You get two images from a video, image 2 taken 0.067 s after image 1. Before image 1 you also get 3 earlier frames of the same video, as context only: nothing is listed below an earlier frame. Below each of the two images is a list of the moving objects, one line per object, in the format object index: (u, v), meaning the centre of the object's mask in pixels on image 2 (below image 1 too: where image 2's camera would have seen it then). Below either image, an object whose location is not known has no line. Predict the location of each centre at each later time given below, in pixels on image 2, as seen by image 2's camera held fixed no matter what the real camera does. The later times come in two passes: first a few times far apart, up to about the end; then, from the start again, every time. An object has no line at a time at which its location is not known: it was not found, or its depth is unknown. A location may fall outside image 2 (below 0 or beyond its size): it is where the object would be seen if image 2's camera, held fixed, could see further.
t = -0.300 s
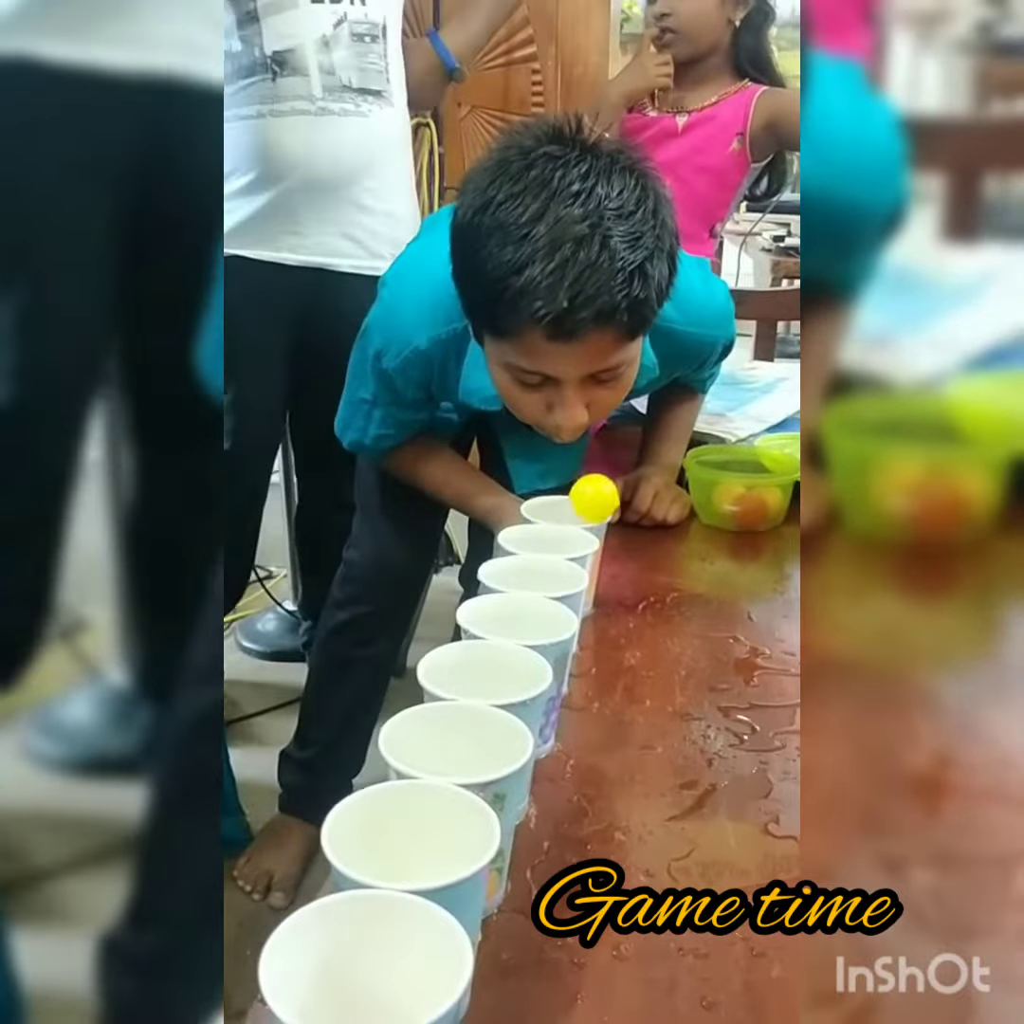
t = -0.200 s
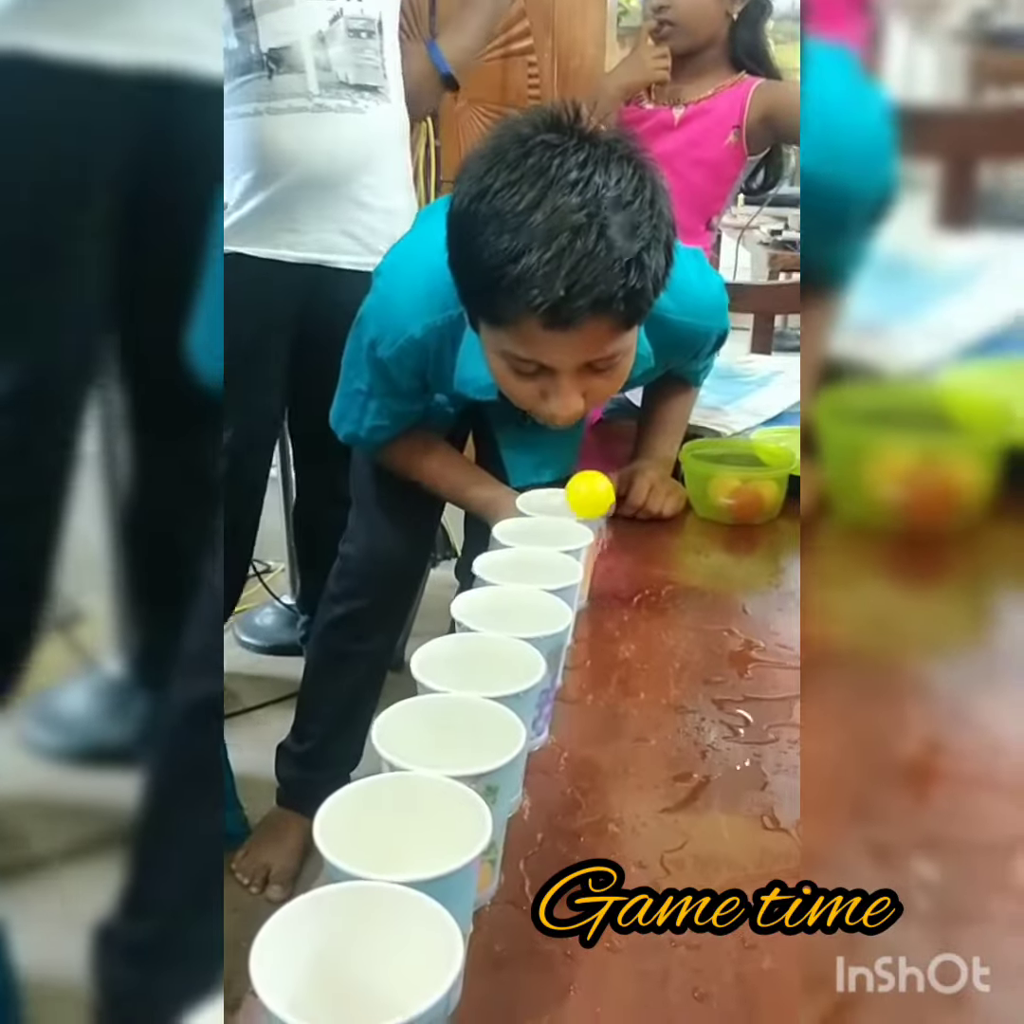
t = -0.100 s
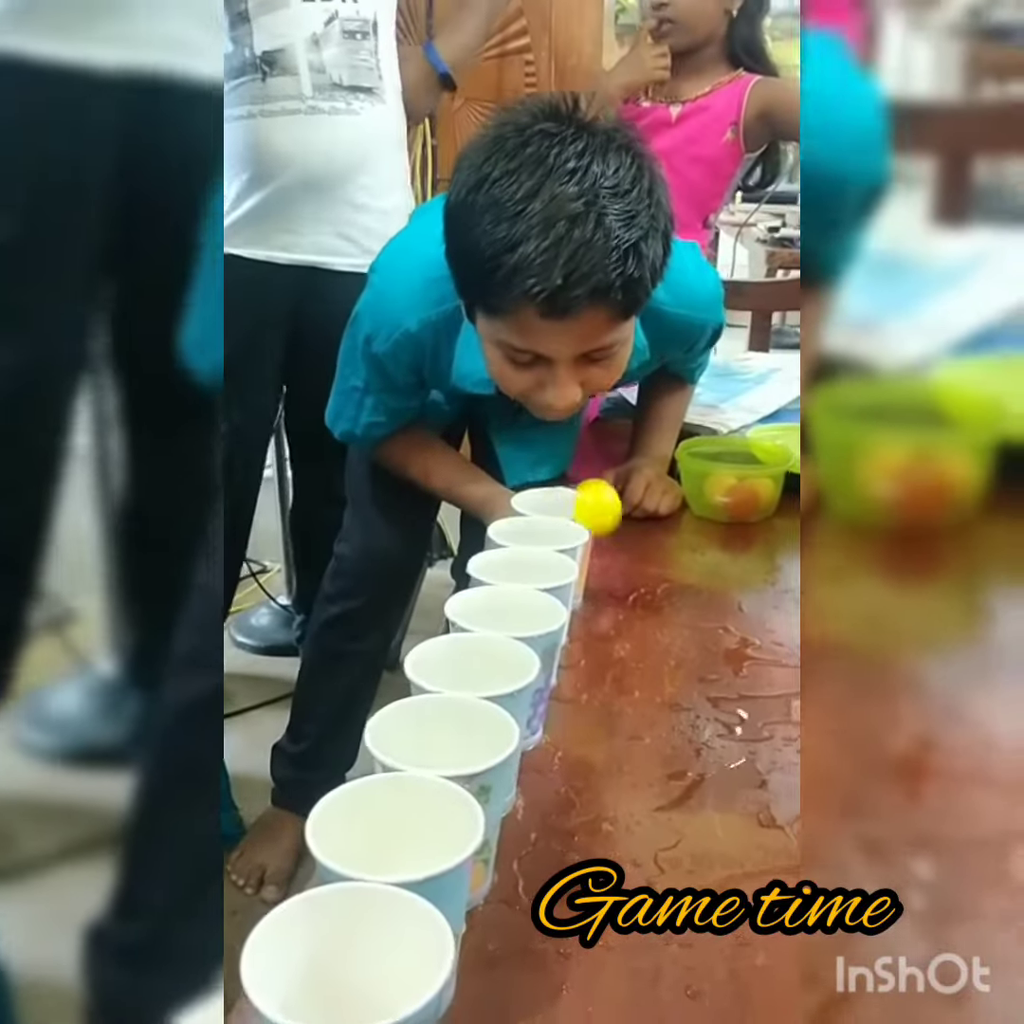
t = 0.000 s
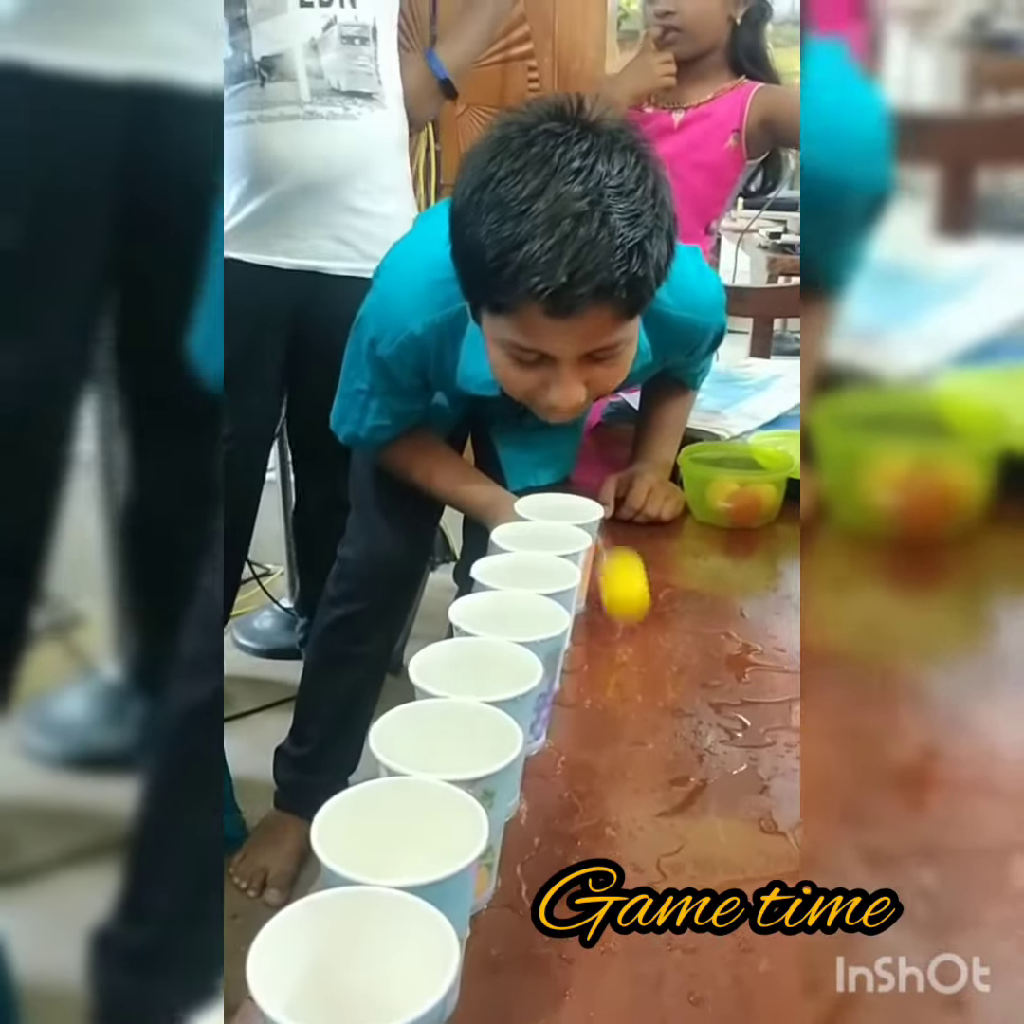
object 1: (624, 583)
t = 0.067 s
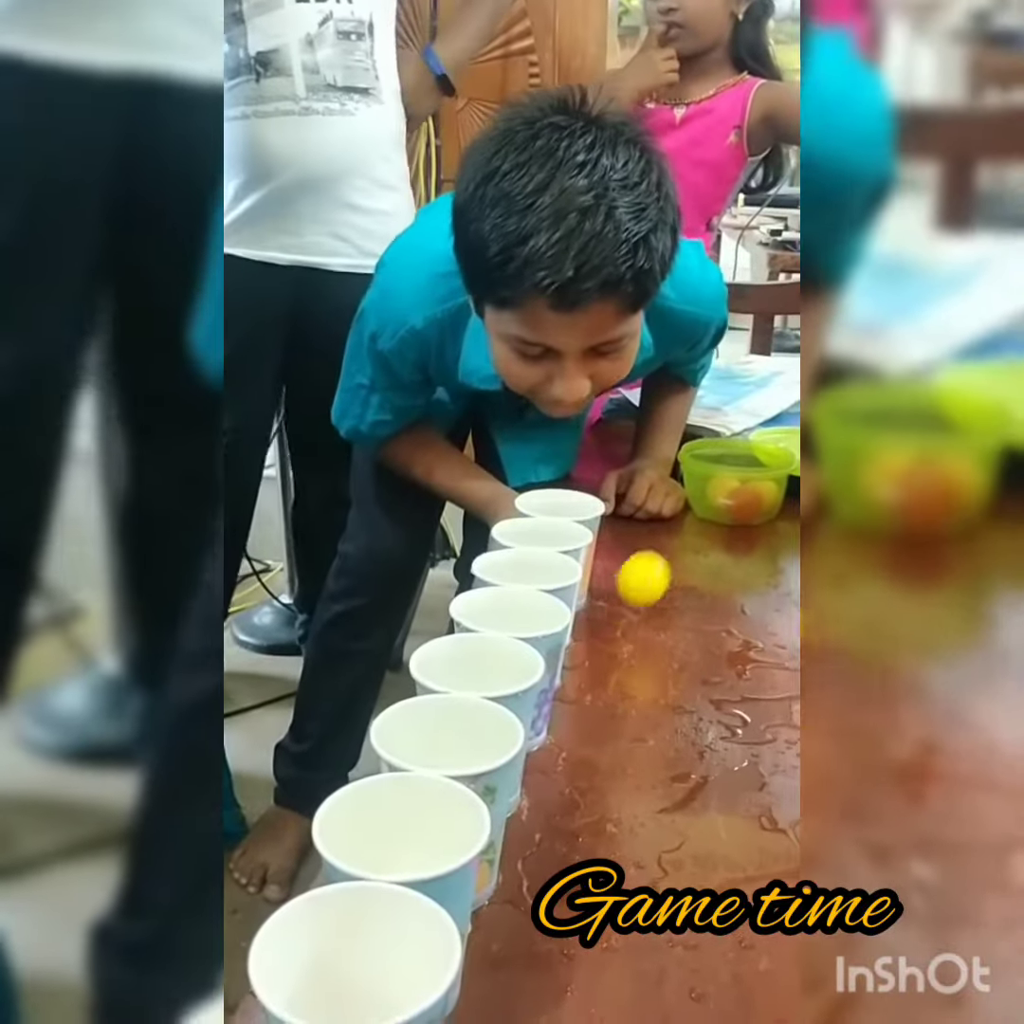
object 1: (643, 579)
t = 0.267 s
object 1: (707, 593)
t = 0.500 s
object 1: (767, 604)
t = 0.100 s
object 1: (654, 573)
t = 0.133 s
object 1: (663, 579)
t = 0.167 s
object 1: (672, 597)
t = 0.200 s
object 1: (683, 603)
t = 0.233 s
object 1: (695, 592)
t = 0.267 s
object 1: (707, 593)
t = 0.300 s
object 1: (717, 604)
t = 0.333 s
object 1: (727, 602)
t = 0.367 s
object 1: (736, 599)
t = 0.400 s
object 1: (745, 605)
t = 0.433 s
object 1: (752, 602)
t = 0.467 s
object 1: (759, 605)
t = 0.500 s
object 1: (767, 604)
